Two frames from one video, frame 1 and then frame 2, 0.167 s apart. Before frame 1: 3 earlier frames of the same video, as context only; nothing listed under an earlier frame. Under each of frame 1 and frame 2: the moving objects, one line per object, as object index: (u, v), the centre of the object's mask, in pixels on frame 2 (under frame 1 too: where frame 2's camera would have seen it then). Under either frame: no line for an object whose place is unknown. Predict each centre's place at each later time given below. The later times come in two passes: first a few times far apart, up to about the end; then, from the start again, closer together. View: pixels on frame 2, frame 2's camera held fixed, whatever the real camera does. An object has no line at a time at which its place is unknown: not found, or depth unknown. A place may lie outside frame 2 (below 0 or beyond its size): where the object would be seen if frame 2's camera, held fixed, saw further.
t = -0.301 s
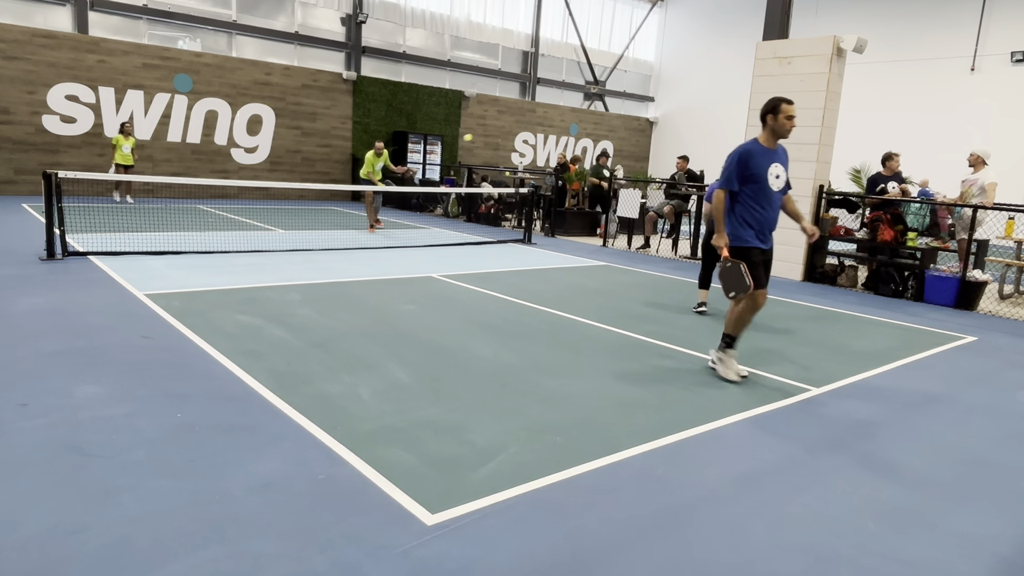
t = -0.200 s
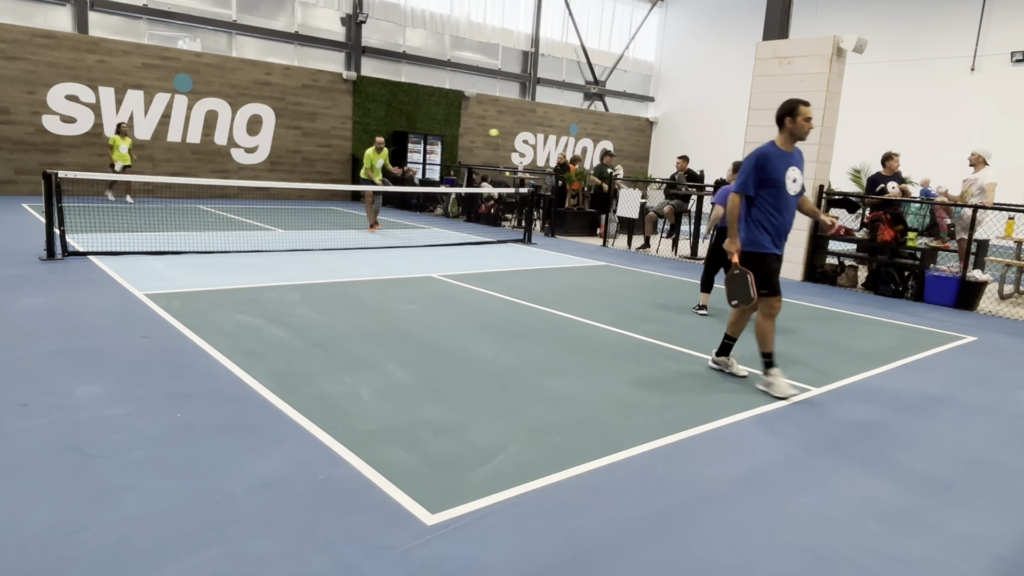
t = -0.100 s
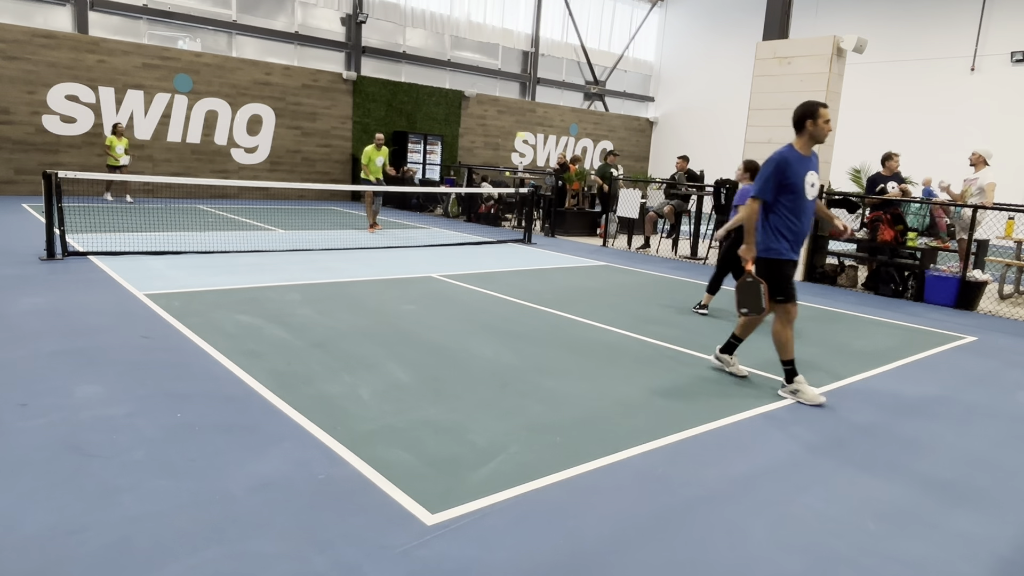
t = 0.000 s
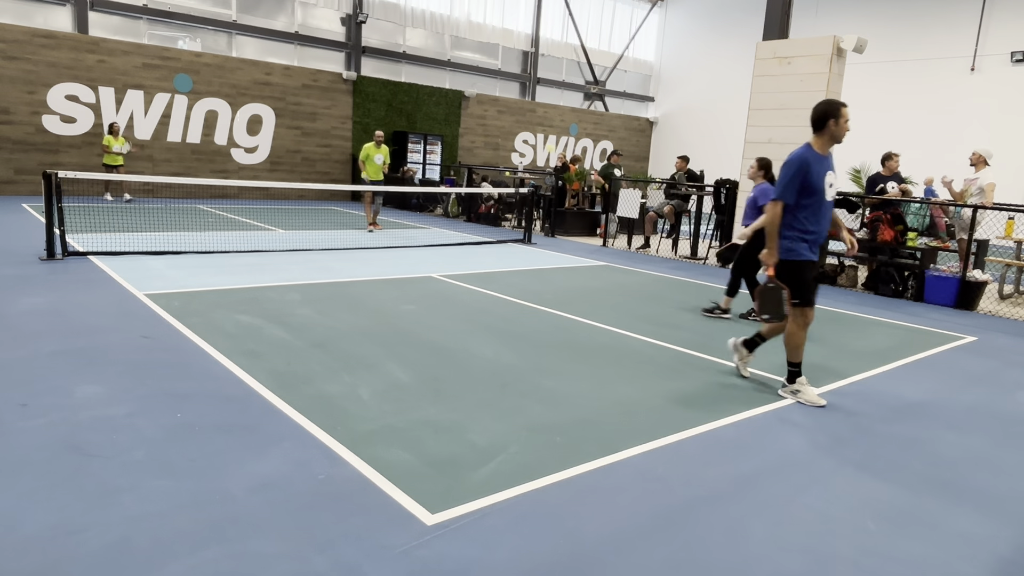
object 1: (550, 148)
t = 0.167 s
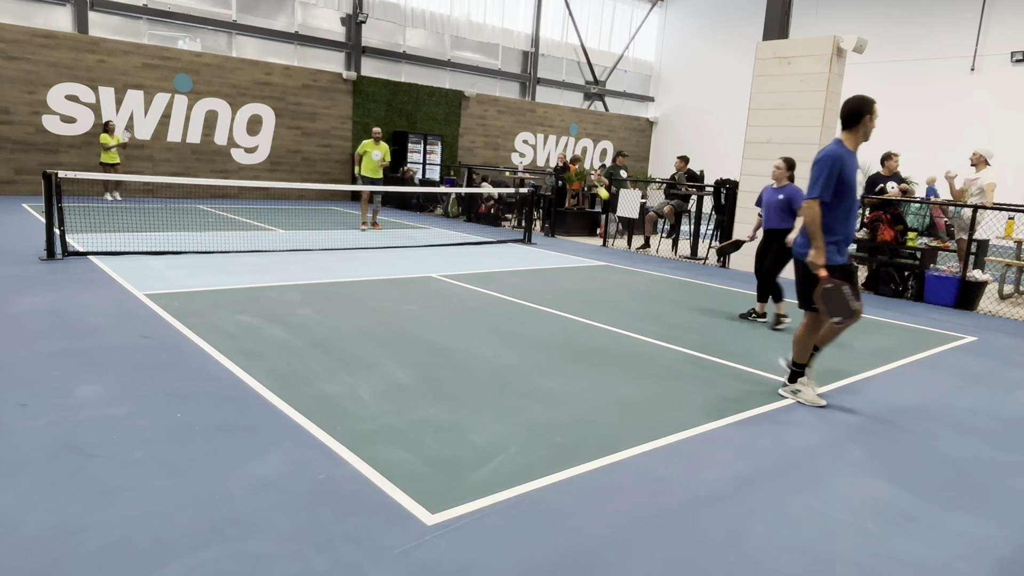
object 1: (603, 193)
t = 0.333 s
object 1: (662, 276)
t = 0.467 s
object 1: (708, 325)
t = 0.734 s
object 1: (778, 281)
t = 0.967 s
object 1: (841, 324)
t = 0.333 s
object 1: (662, 276)
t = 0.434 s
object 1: (699, 336)
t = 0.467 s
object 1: (708, 325)
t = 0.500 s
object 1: (716, 315)
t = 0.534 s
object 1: (725, 306)
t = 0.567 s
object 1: (734, 299)
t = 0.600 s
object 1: (742, 292)
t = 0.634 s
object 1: (752, 287)
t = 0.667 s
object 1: (760, 283)
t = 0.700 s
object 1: (769, 281)
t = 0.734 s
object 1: (778, 281)
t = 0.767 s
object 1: (787, 282)
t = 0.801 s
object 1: (796, 284)
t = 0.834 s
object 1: (805, 288)
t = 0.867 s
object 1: (814, 295)
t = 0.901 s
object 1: (823, 302)
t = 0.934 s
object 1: (832, 313)
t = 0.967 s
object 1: (841, 324)
